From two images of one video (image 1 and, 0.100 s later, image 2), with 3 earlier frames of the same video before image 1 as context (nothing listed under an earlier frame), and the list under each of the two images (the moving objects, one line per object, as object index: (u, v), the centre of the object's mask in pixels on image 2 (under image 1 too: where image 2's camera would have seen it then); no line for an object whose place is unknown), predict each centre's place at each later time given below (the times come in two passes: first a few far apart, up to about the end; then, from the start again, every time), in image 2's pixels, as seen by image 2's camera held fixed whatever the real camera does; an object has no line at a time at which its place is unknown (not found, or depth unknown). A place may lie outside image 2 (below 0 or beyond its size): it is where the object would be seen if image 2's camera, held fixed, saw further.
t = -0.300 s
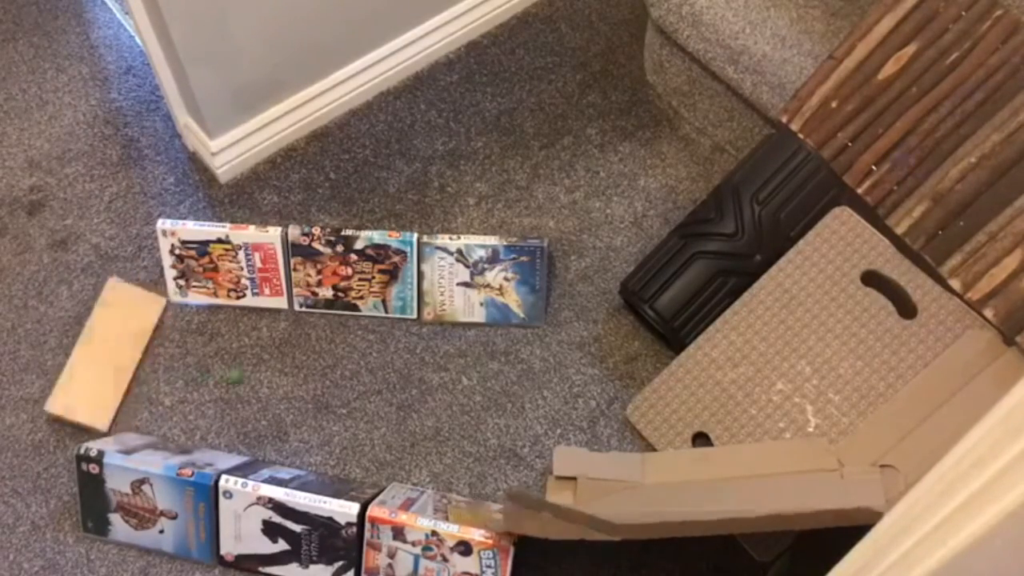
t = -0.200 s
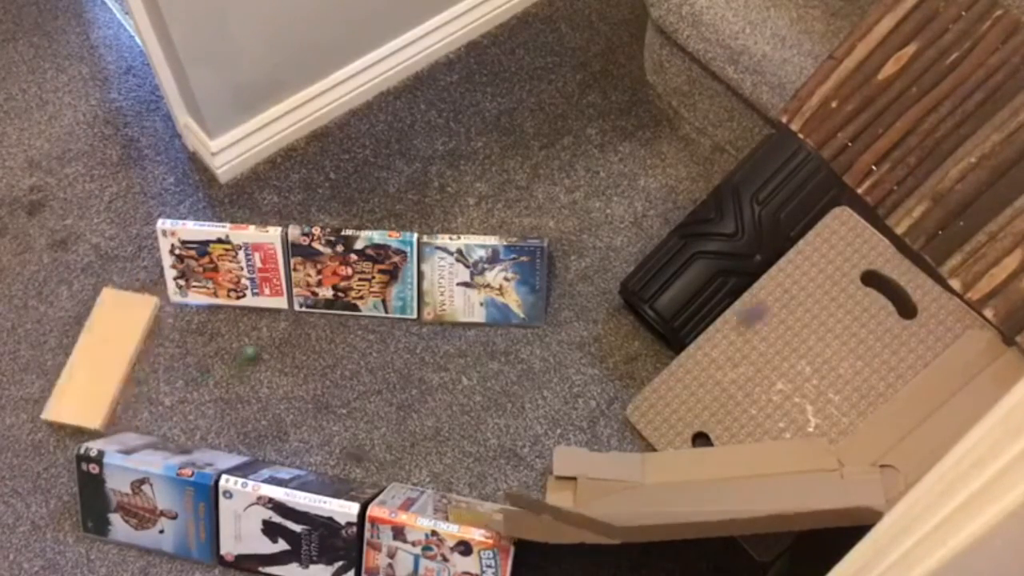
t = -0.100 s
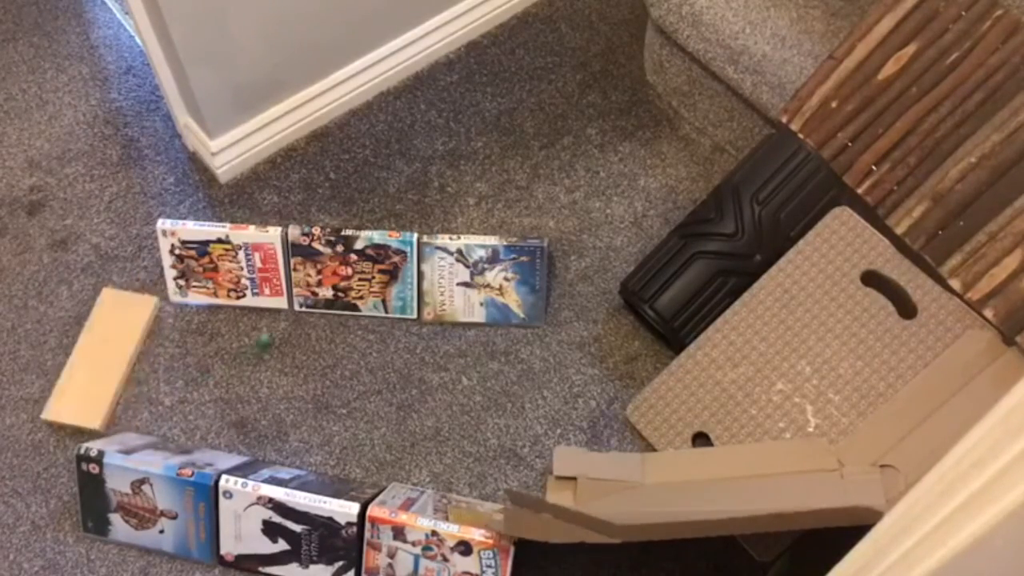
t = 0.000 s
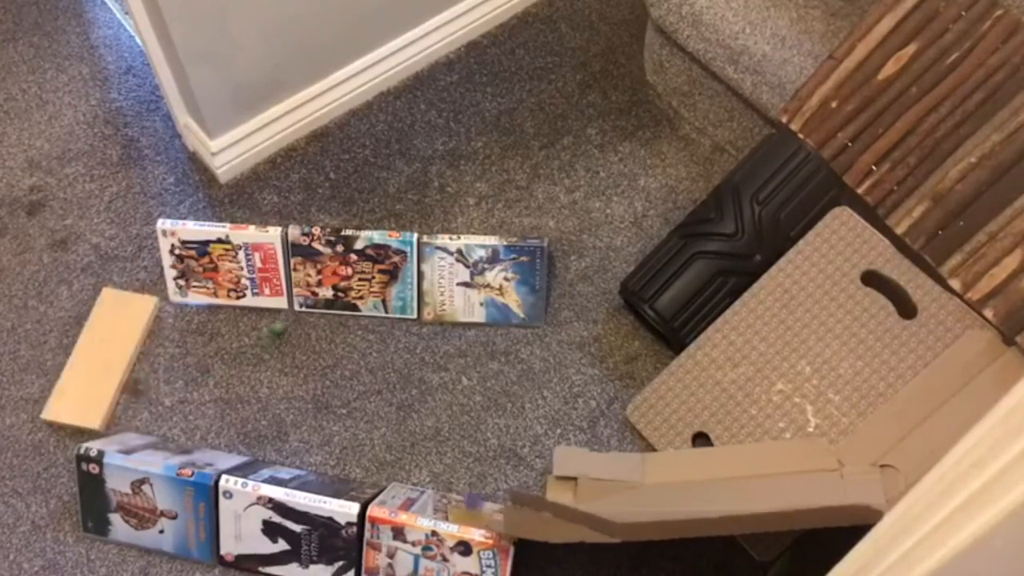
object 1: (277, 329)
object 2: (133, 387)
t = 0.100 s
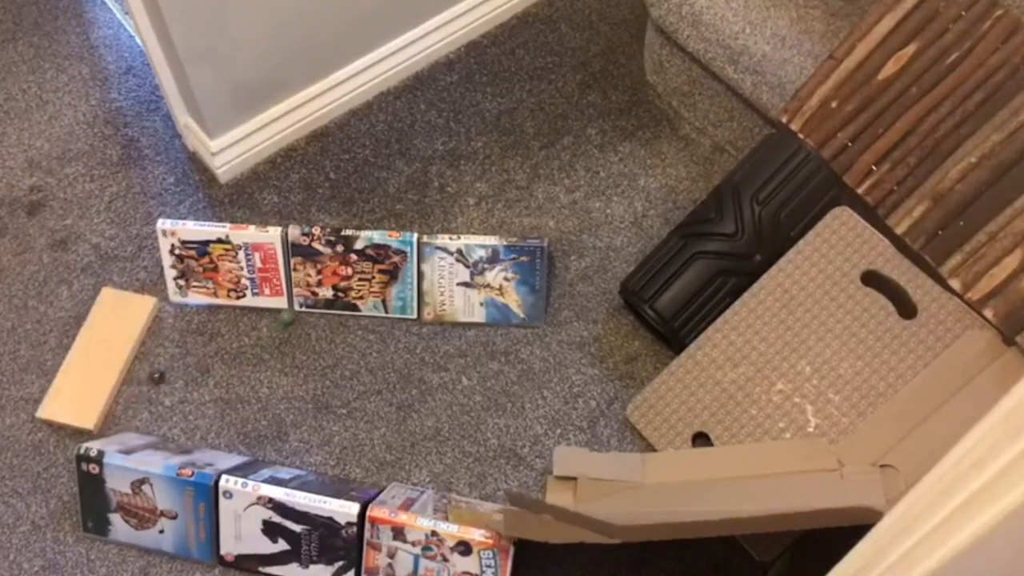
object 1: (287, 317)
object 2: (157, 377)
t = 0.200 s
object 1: (288, 315)
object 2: (165, 370)
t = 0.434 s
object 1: (288, 315)
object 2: (174, 362)
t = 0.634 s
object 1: (289, 315)
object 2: (174, 362)
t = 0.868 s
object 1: (288, 315)
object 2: (174, 362)
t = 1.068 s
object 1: (288, 315)
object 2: (174, 362)
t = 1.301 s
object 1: (288, 315)
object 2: (174, 362)
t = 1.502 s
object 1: (288, 315)
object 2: (174, 362)
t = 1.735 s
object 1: (288, 315)
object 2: (174, 362)
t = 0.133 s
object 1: (288, 315)
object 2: (160, 374)
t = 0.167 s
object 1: (288, 315)
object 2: (163, 372)
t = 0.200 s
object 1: (288, 315)
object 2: (165, 370)
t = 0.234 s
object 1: (289, 315)
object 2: (167, 368)
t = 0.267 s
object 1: (289, 315)
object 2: (169, 366)
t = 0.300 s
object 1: (289, 315)
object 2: (171, 365)
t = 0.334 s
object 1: (288, 315)
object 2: (173, 364)
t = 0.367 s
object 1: (289, 315)
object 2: (174, 363)
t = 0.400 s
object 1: (288, 315)
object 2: (174, 362)
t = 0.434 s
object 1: (288, 315)
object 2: (174, 362)
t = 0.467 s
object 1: (288, 315)
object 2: (175, 362)
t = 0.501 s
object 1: (288, 315)
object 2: (174, 362)
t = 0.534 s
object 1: (289, 315)
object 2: (174, 362)
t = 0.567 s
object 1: (288, 315)
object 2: (174, 362)
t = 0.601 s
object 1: (289, 315)
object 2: (174, 362)
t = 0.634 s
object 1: (289, 315)
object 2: (174, 362)
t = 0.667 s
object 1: (289, 315)
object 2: (174, 362)
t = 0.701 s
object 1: (289, 315)
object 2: (174, 362)
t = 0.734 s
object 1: (289, 315)
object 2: (174, 362)
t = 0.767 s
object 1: (289, 315)
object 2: (174, 362)
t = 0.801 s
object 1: (289, 315)
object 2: (174, 362)
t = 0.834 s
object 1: (289, 315)
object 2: (174, 362)
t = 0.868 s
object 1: (288, 315)
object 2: (174, 362)
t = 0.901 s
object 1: (289, 315)
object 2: (174, 362)
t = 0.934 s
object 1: (288, 315)
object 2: (174, 362)
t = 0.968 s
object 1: (289, 315)
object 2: (174, 362)
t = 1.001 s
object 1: (289, 315)
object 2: (174, 362)
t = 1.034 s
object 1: (289, 315)
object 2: (174, 362)
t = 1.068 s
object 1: (288, 315)
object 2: (174, 362)
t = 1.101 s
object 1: (289, 315)
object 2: (174, 362)
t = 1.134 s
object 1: (289, 315)
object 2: (174, 362)
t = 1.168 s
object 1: (289, 315)
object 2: (174, 362)
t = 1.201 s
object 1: (288, 315)
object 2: (174, 362)
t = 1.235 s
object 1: (288, 315)
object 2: (174, 362)
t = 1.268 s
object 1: (289, 315)
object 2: (174, 362)
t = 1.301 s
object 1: (288, 315)
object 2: (174, 362)
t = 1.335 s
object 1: (289, 315)
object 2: (174, 362)
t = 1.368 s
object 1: (288, 315)
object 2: (174, 362)
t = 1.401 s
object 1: (288, 315)
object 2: (174, 362)
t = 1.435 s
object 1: (288, 315)
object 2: (174, 362)
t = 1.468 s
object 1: (288, 315)
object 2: (174, 362)
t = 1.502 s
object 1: (288, 315)
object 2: (174, 362)
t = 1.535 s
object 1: (288, 315)
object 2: (174, 362)
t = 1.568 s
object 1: (288, 315)
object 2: (174, 362)
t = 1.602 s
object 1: (288, 315)
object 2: (174, 362)
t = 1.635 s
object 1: (288, 315)
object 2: (174, 362)
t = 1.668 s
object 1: (288, 315)
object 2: (174, 362)
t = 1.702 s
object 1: (288, 315)
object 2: (174, 362)
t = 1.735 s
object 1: (288, 315)
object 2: (174, 362)
